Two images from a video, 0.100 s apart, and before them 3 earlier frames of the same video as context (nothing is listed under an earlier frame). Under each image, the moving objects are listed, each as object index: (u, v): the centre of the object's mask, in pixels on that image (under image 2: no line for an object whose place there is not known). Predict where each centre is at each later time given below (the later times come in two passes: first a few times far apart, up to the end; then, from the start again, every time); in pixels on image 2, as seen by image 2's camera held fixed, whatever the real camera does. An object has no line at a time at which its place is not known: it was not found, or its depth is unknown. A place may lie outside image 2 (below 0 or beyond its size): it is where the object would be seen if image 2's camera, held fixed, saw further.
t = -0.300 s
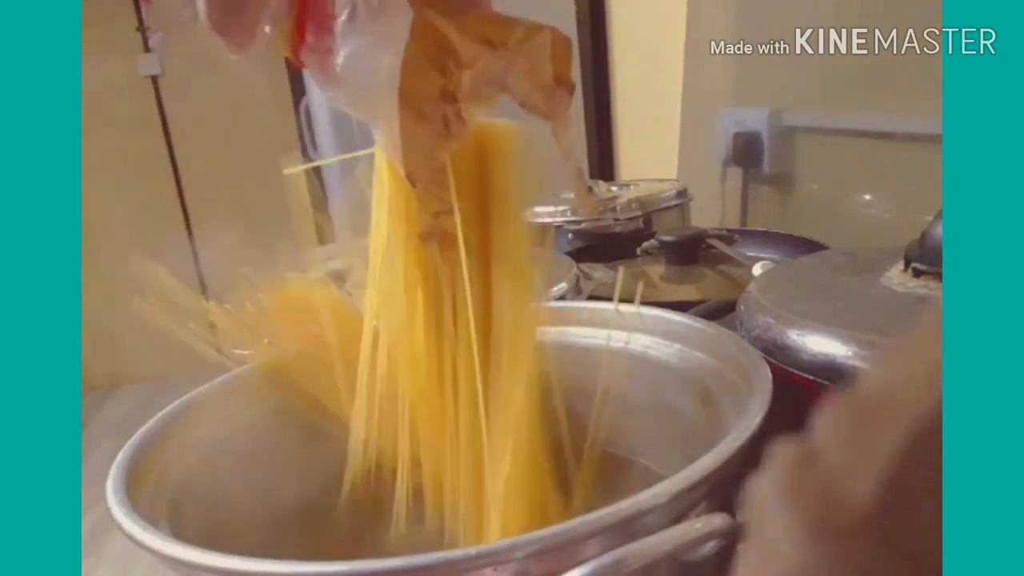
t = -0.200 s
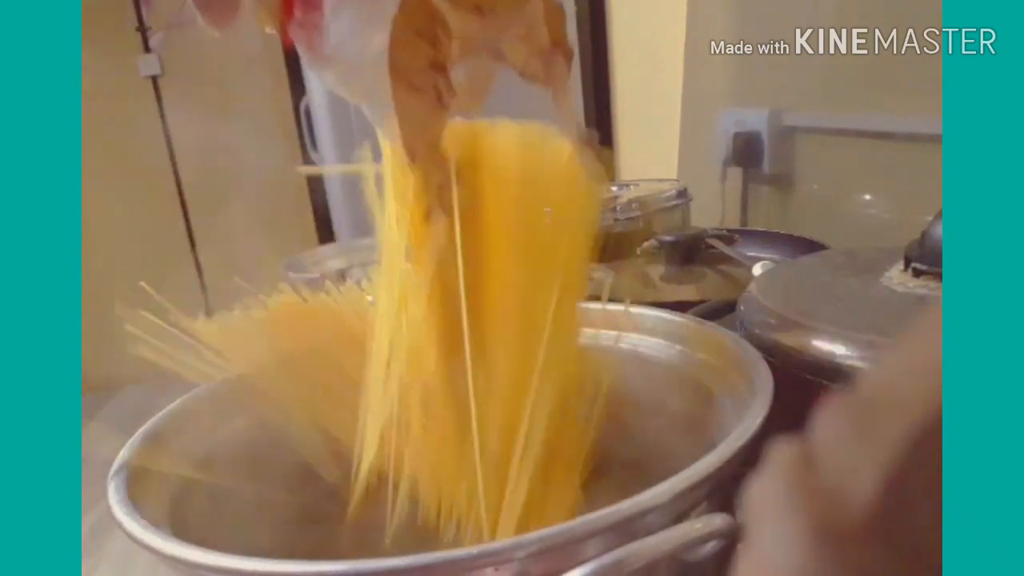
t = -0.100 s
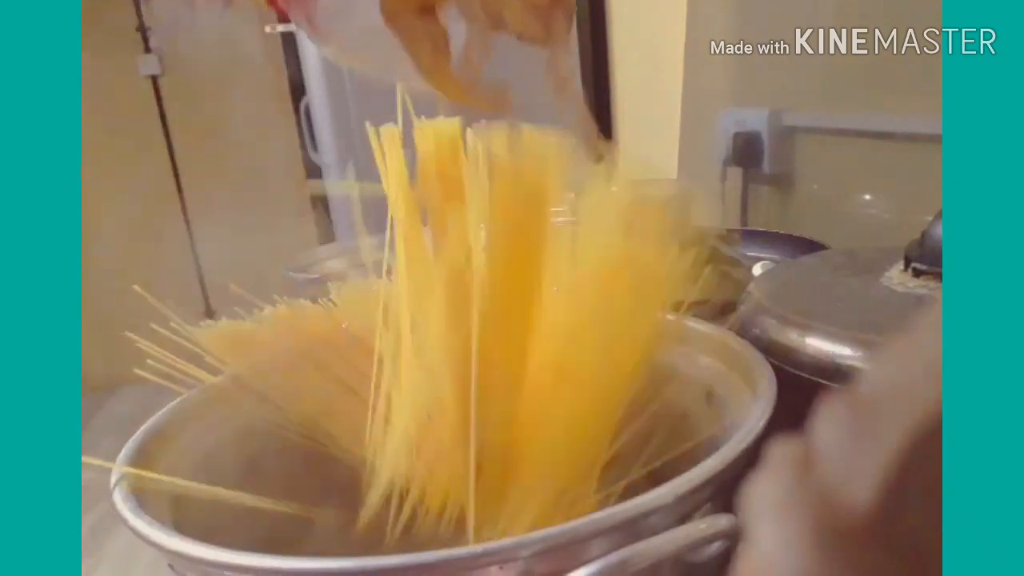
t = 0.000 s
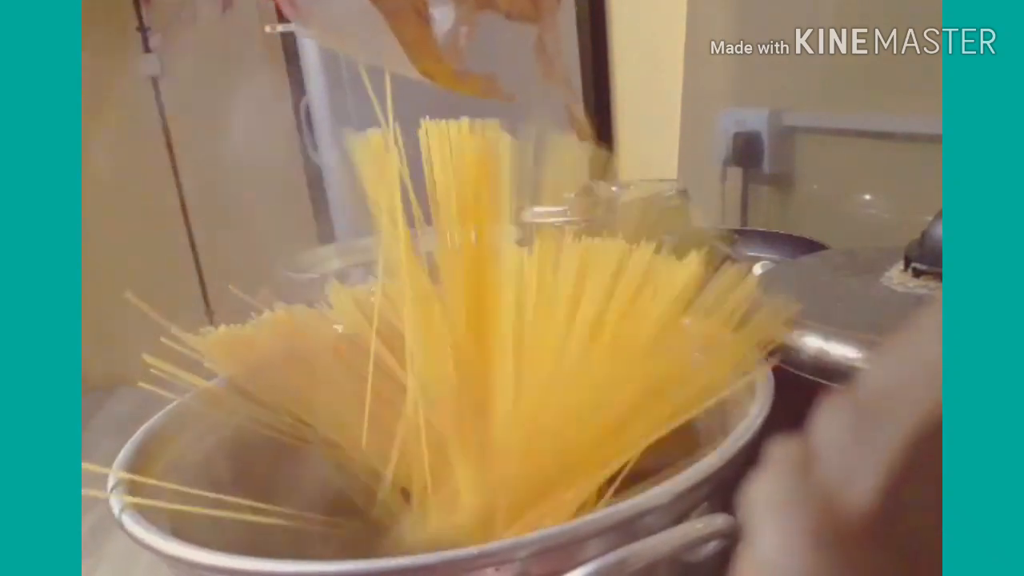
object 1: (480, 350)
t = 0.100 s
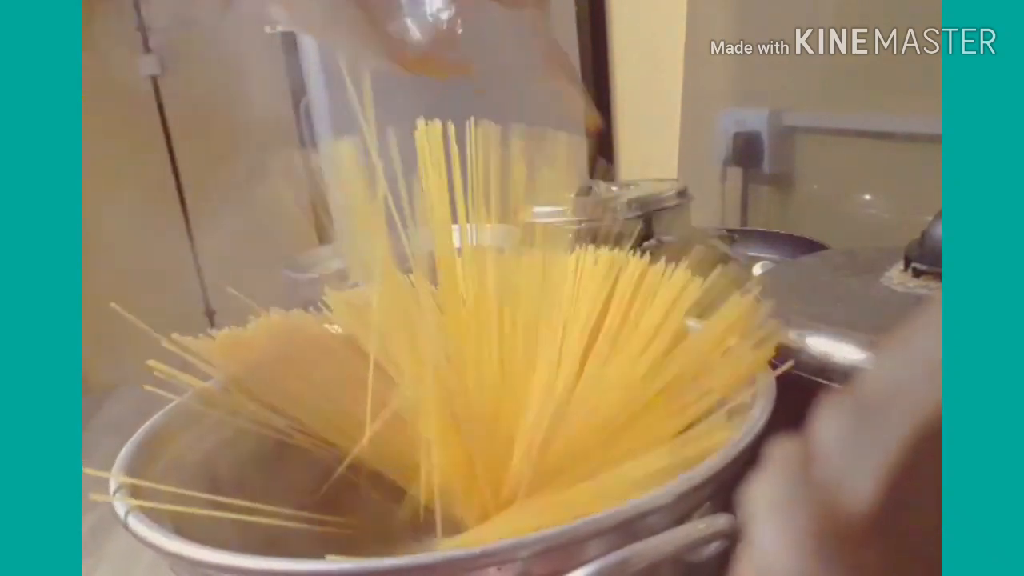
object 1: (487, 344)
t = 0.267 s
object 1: (466, 378)
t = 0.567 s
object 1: (435, 401)
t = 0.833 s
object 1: (446, 404)
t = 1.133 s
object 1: (450, 402)
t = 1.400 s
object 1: (450, 403)
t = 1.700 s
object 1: (450, 403)
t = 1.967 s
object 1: (448, 404)
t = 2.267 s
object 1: (446, 405)
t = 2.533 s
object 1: (451, 403)
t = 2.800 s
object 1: (452, 403)
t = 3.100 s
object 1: (448, 404)
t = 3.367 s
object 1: (452, 403)
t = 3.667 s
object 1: (447, 405)
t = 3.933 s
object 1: (452, 403)
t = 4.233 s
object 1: (451, 403)
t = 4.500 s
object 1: (452, 404)
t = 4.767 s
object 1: (452, 403)
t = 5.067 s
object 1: (452, 404)
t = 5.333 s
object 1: (452, 404)
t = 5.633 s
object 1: (452, 404)
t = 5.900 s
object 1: (452, 404)
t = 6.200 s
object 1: (452, 404)
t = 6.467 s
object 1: (452, 404)
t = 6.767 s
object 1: (452, 404)
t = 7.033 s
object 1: (452, 404)
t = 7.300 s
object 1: (453, 404)
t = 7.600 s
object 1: (448, 406)
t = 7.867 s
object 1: (453, 404)
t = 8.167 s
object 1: (453, 404)
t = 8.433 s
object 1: (453, 404)
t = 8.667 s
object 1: (453, 404)
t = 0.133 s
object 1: (474, 361)
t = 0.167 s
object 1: (471, 375)
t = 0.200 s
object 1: (464, 371)
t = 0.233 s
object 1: (465, 372)
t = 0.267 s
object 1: (466, 378)
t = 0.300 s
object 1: (459, 383)
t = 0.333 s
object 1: (458, 386)
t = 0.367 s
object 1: (452, 383)
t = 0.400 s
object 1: (453, 384)
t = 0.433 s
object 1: (455, 388)
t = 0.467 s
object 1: (453, 386)
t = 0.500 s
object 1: (449, 392)
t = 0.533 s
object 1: (448, 394)
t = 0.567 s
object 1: (435, 401)
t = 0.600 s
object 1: (438, 401)
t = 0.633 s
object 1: (444, 402)
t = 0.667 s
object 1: (447, 402)
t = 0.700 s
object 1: (447, 403)
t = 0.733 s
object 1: (446, 403)
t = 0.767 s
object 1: (443, 403)
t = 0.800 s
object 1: (447, 402)
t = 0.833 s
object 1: (446, 404)
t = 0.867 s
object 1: (449, 402)
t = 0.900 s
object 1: (449, 402)
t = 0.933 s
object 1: (449, 402)
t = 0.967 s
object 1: (449, 402)
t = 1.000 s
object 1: (450, 402)
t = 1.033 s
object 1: (450, 402)
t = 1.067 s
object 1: (450, 402)
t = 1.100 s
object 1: (450, 402)
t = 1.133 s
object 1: (450, 402)
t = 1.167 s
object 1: (450, 402)
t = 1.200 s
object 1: (450, 402)
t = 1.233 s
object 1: (450, 402)
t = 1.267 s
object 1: (451, 402)
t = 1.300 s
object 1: (450, 402)
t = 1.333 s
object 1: (450, 403)
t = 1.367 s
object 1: (450, 403)
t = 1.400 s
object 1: (450, 403)
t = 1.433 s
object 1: (447, 404)
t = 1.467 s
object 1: (450, 403)
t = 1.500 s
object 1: (450, 403)
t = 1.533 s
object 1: (450, 403)
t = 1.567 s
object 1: (450, 403)
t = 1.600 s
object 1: (450, 403)
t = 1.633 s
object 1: (450, 403)
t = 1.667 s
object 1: (451, 403)
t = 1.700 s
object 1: (450, 403)
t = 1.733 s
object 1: (451, 403)
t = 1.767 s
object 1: (451, 403)
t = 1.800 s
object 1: (452, 403)
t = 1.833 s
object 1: (447, 404)
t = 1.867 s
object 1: (451, 403)
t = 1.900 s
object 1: (447, 404)
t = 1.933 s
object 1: (447, 404)
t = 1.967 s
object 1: (448, 404)
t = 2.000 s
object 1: (447, 404)
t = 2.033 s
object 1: (446, 405)
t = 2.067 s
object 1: (447, 404)
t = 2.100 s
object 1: (450, 403)
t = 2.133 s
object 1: (451, 403)
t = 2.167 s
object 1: (450, 403)
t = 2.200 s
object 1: (450, 403)
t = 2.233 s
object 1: (450, 403)
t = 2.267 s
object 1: (446, 405)
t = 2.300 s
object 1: (451, 403)
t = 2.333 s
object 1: (451, 403)
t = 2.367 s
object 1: (446, 405)
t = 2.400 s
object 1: (452, 403)
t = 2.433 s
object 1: (447, 405)
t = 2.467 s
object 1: (451, 403)
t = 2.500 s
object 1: (448, 404)
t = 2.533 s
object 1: (451, 403)
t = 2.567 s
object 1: (452, 403)
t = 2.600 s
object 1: (452, 403)
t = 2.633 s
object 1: (447, 405)
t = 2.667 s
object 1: (447, 405)
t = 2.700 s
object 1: (451, 403)
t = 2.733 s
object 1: (451, 403)
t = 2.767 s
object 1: (452, 403)
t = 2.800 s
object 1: (452, 403)
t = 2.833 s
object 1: (452, 403)
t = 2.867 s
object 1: (447, 405)
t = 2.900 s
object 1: (451, 403)
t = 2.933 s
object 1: (452, 403)
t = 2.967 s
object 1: (447, 405)
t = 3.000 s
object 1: (452, 403)
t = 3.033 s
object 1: (451, 403)
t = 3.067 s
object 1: (450, 403)
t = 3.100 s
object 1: (448, 404)
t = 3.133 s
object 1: (445, 406)
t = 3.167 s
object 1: (451, 404)
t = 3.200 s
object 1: (451, 403)
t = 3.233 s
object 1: (448, 404)
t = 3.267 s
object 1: (449, 404)
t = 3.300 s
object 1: (448, 405)
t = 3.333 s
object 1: (451, 403)
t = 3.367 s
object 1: (452, 403)
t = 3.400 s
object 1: (452, 403)
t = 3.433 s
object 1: (448, 405)
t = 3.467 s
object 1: (449, 404)
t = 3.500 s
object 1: (447, 405)
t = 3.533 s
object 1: (451, 403)
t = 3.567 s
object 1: (452, 403)
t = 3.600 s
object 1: (452, 403)
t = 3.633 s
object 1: (452, 403)
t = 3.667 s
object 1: (447, 405)
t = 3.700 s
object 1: (452, 403)
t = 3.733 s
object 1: (452, 403)
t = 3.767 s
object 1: (452, 403)
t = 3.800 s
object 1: (452, 403)
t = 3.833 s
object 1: (452, 403)
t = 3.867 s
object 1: (452, 403)
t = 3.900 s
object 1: (452, 403)
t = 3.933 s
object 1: (452, 403)
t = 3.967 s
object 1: (452, 403)
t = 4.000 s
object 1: (448, 405)
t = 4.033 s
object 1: (451, 404)
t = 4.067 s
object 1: (451, 403)
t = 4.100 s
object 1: (452, 403)
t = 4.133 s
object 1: (451, 403)
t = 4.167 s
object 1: (451, 403)
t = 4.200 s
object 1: (451, 403)
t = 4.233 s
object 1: (451, 403)
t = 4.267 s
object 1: (451, 404)
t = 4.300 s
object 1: (451, 404)
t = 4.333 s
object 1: (452, 403)
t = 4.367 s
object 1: (451, 404)
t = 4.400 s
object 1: (451, 403)
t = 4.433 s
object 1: (451, 404)
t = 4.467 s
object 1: (451, 404)
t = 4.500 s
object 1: (452, 404)
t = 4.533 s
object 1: (452, 403)
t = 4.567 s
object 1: (453, 403)
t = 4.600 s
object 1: (452, 403)
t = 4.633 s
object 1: (452, 403)
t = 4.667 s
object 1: (452, 403)
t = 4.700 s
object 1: (452, 403)
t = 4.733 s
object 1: (452, 403)
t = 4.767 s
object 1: (452, 403)
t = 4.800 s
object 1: (452, 403)
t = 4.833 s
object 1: (452, 403)
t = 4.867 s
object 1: (452, 403)
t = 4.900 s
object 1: (453, 404)
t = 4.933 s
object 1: (452, 404)
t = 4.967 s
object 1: (452, 404)
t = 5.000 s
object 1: (452, 404)
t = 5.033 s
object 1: (452, 404)
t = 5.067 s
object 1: (452, 404)
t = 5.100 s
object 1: (452, 404)
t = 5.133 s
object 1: (452, 404)
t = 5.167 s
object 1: (452, 404)
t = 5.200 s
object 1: (452, 404)
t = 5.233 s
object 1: (452, 404)
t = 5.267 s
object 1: (452, 404)
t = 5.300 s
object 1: (452, 404)
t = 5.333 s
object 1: (452, 404)
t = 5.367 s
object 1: (452, 404)
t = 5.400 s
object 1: (452, 404)
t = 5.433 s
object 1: (452, 404)
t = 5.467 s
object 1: (452, 404)
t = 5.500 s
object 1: (452, 404)
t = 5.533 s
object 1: (452, 404)
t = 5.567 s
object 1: (452, 404)
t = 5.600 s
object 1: (452, 404)
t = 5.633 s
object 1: (452, 404)
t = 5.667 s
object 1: (452, 404)
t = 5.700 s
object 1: (448, 406)
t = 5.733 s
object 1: (452, 404)
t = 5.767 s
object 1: (448, 406)
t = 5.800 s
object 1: (448, 406)
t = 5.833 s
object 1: (452, 404)
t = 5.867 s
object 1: (453, 404)
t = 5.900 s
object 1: (452, 404)
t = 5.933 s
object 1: (452, 404)
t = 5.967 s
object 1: (452, 404)
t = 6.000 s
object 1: (452, 404)
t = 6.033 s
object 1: (452, 404)
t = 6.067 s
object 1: (452, 404)
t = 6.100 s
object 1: (452, 404)
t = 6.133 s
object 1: (452, 404)
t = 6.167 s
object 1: (452, 404)
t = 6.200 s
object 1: (452, 404)
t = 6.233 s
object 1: (451, 404)
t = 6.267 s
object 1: (452, 404)
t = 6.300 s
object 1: (452, 404)
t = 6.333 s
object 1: (453, 404)
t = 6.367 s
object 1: (453, 404)
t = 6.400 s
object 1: (453, 404)
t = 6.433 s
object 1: (452, 404)
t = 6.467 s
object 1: (452, 404)
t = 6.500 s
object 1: (453, 404)
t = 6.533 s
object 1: (453, 404)
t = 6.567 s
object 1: (452, 404)
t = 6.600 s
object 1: (452, 404)
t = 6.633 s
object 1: (452, 404)
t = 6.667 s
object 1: (452, 404)
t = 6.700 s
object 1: (452, 404)
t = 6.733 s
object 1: (452, 404)
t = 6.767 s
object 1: (452, 404)
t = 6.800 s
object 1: (452, 404)
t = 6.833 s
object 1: (452, 404)
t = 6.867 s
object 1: (452, 404)
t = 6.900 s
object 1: (452, 404)
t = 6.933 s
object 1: (452, 404)
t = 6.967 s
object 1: (453, 404)
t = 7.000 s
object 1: (452, 404)
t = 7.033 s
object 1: (452, 404)
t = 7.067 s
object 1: (453, 404)
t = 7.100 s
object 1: (453, 404)
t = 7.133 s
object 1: (453, 404)
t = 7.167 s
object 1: (452, 404)
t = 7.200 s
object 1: (453, 404)
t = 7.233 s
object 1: (453, 404)
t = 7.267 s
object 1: (453, 404)
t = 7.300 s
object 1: (453, 404)
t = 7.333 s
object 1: (452, 404)
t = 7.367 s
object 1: (453, 404)
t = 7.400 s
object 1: (453, 404)
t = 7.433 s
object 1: (453, 404)
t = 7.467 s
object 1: (453, 404)
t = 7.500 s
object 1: (453, 404)
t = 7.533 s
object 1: (453, 404)
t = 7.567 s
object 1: (453, 404)
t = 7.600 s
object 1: (448, 406)
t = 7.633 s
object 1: (453, 404)
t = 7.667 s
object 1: (453, 404)
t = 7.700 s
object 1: (453, 404)
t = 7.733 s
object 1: (453, 404)
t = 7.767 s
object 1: (452, 404)
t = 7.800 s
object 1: (453, 404)
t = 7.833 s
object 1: (453, 404)
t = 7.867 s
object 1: (453, 404)
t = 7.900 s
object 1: (453, 404)
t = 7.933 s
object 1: (453, 404)
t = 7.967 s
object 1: (453, 404)
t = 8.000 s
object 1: (453, 404)
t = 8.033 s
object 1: (453, 404)
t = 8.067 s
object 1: (453, 404)
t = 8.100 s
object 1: (453, 404)
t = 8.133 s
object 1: (453, 404)
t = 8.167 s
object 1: (453, 404)
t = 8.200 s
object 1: (453, 404)
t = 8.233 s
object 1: (453, 404)
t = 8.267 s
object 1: (453, 404)
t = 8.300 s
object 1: (453, 404)
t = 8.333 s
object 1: (453, 404)
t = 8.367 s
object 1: (453, 404)
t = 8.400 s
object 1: (453, 404)
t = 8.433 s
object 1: (453, 404)
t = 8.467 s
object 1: (453, 404)
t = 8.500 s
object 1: (453, 404)
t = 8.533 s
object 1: (453, 404)
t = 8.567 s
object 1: (453, 404)
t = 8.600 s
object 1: (453, 404)
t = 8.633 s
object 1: (453, 404)
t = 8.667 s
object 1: (453, 404)
